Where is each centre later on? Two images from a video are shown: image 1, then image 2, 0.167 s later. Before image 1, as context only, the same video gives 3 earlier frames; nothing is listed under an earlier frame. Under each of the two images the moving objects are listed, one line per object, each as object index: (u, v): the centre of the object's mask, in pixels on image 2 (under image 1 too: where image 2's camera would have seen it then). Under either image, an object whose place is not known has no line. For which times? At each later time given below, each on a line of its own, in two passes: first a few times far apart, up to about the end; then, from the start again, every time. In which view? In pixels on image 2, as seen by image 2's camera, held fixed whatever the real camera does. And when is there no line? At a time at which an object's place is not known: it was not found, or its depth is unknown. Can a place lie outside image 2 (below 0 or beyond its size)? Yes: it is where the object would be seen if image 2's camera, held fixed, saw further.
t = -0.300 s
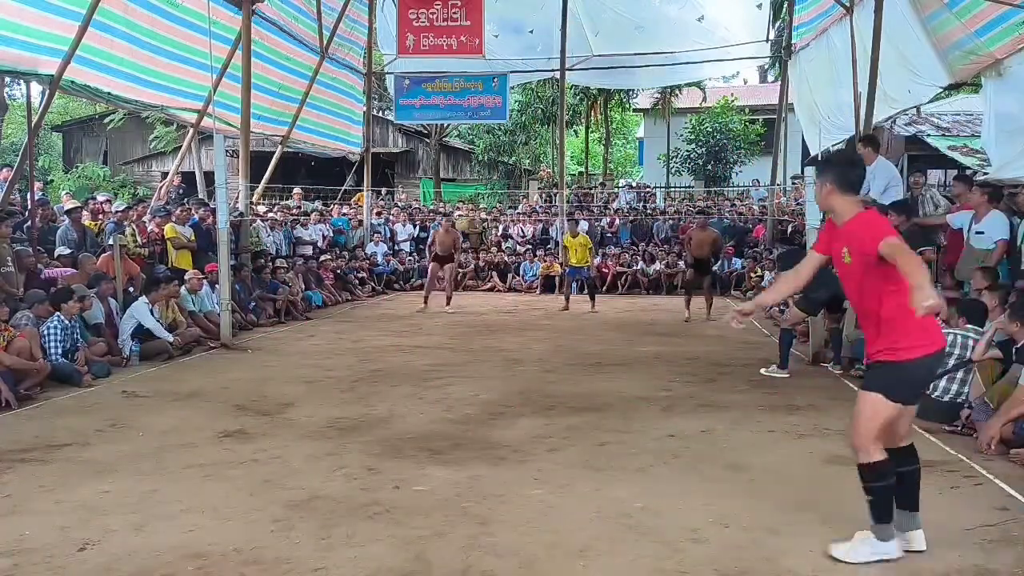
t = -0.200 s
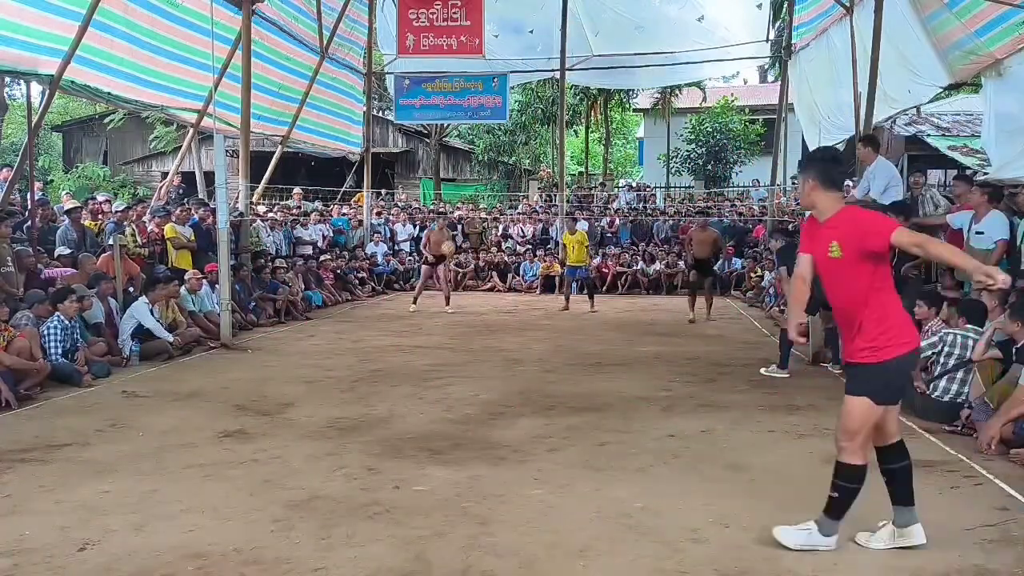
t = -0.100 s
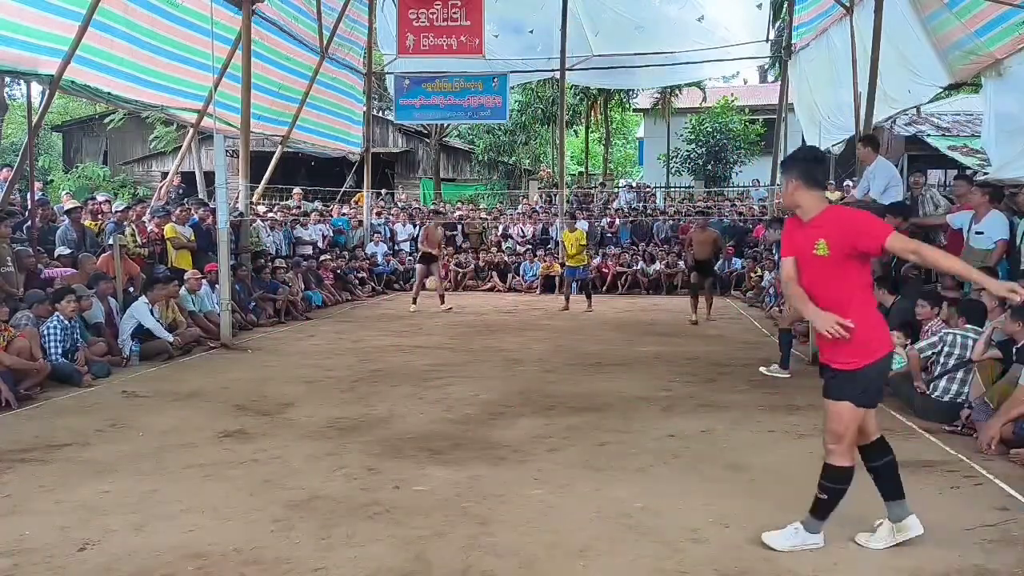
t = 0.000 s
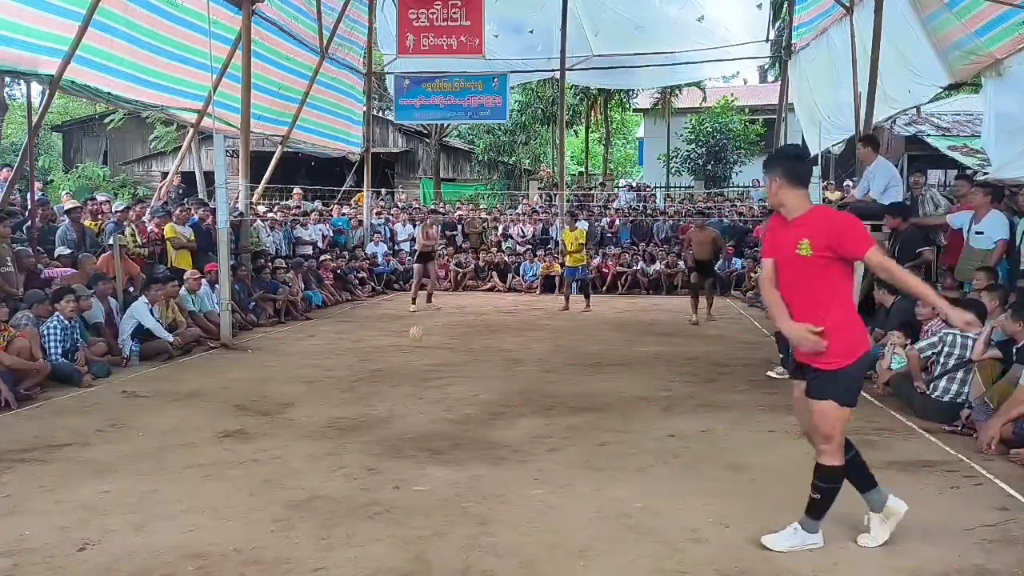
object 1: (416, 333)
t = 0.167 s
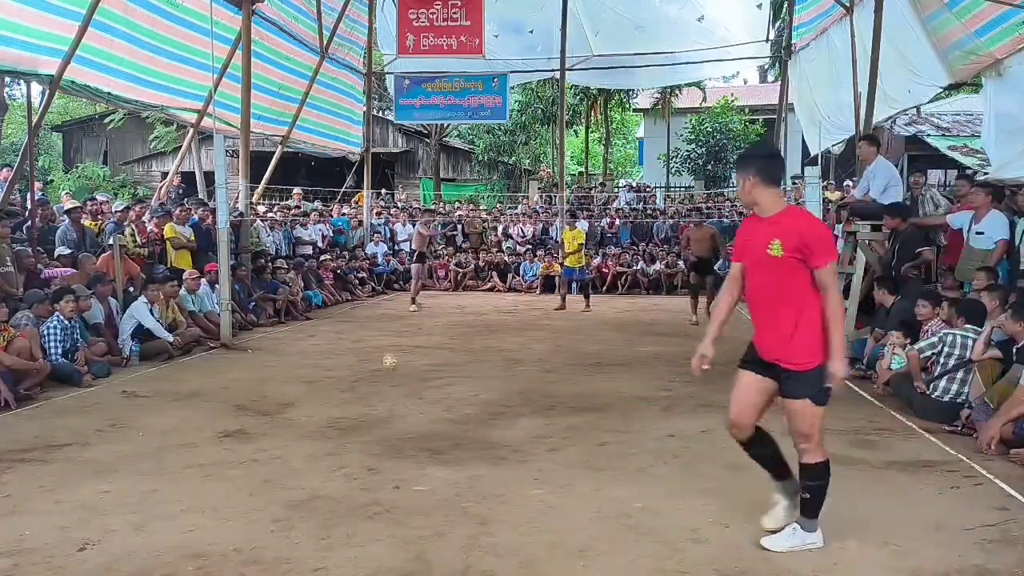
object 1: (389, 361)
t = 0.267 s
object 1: (375, 340)
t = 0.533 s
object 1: (330, 342)
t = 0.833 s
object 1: (263, 423)
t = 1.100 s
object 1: (185, 434)
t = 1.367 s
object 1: (97, 466)
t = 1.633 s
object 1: (6, 526)
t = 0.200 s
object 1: (385, 353)
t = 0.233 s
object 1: (380, 347)
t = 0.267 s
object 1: (375, 340)
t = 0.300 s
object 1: (370, 336)
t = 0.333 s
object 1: (364, 333)
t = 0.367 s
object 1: (359, 331)
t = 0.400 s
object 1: (354, 330)
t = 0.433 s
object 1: (348, 331)
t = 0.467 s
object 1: (342, 333)
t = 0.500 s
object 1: (336, 337)
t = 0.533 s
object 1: (330, 342)
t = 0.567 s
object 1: (323, 349)
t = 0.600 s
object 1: (317, 358)
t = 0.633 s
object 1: (310, 368)
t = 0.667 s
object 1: (302, 381)
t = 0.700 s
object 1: (295, 396)
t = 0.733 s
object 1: (287, 413)
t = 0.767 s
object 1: (280, 433)
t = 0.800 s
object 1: (273, 431)
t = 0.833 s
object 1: (263, 423)
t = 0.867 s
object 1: (255, 418)
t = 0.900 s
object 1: (246, 415)
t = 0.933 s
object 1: (237, 413)
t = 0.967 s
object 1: (227, 413)
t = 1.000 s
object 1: (217, 415)
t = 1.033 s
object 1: (206, 420)
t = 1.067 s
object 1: (196, 425)
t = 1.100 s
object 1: (185, 434)
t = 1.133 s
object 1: (175, 444)
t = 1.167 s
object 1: (163, 457)
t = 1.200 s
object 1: (152, 472)
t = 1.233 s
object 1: (141, 480)
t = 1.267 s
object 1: (130, 473)
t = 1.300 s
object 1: (118, 469)
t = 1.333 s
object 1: (108, 467)
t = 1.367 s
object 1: (97, 466)
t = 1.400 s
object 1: (84, 469)
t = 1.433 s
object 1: (74, 473)
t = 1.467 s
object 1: (62, 480)
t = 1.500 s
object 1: (49, 489)
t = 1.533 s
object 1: (37, 500)
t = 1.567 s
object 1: (23, 517)
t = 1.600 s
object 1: (12, 526)
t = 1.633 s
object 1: (6, 526)
